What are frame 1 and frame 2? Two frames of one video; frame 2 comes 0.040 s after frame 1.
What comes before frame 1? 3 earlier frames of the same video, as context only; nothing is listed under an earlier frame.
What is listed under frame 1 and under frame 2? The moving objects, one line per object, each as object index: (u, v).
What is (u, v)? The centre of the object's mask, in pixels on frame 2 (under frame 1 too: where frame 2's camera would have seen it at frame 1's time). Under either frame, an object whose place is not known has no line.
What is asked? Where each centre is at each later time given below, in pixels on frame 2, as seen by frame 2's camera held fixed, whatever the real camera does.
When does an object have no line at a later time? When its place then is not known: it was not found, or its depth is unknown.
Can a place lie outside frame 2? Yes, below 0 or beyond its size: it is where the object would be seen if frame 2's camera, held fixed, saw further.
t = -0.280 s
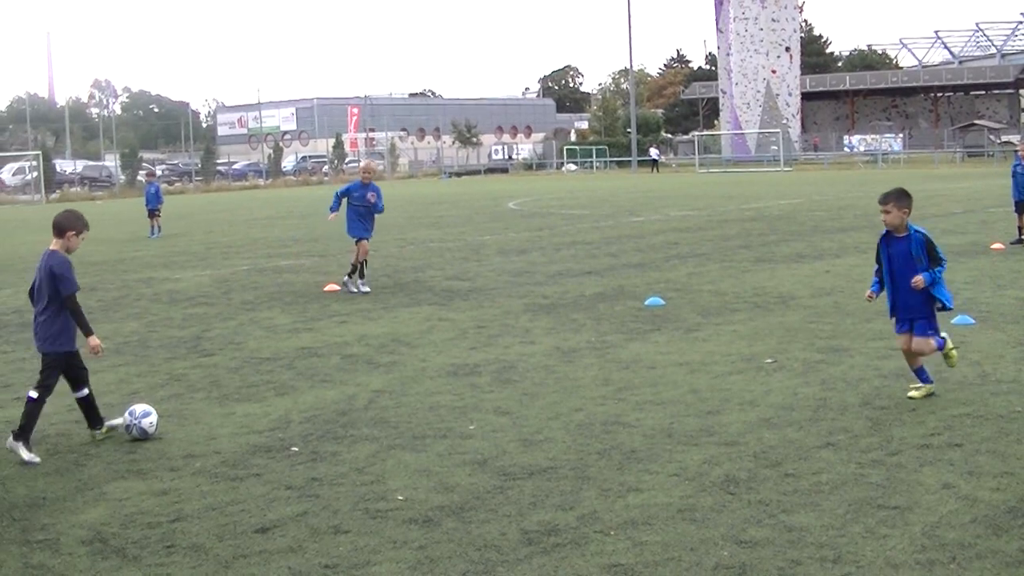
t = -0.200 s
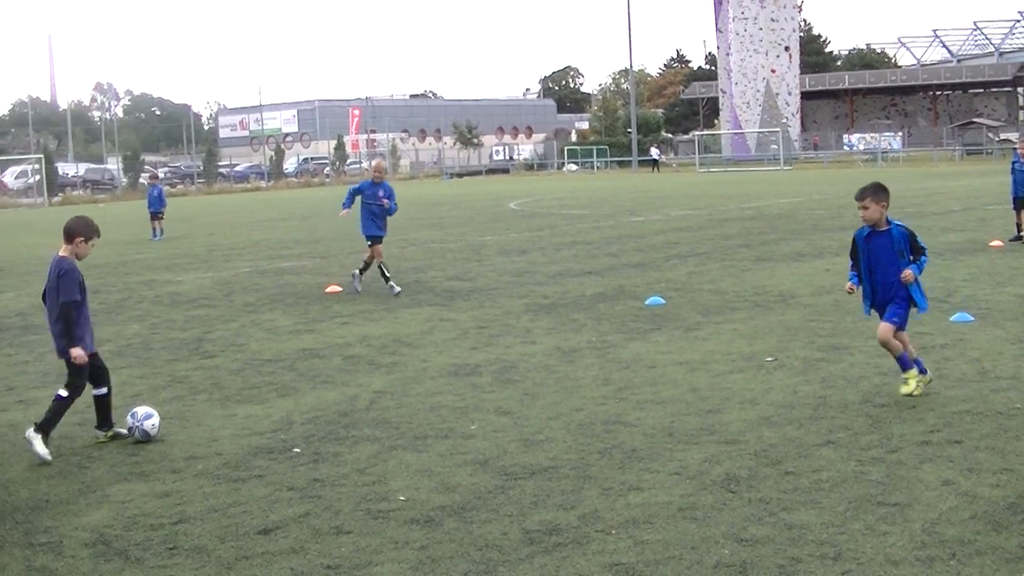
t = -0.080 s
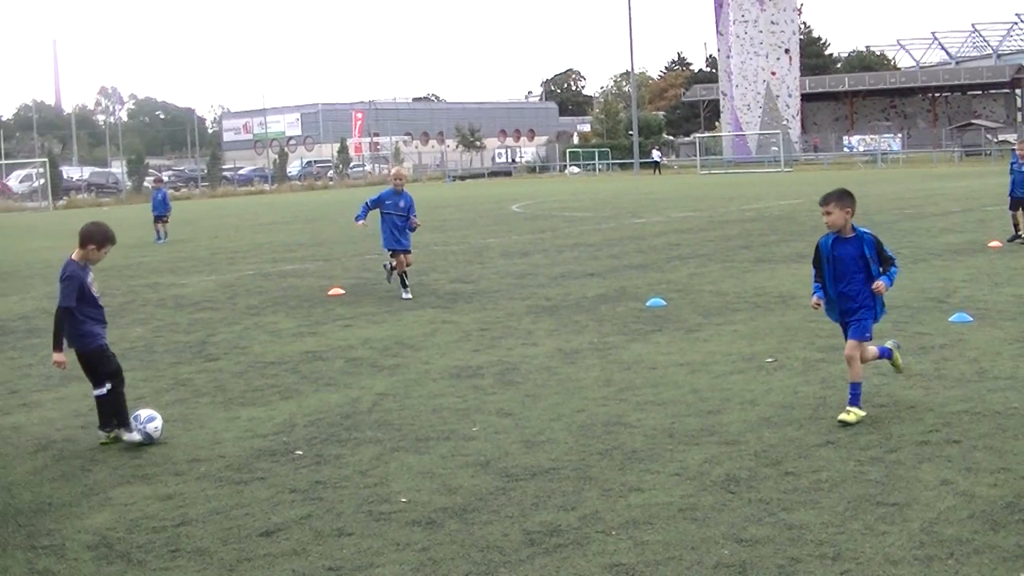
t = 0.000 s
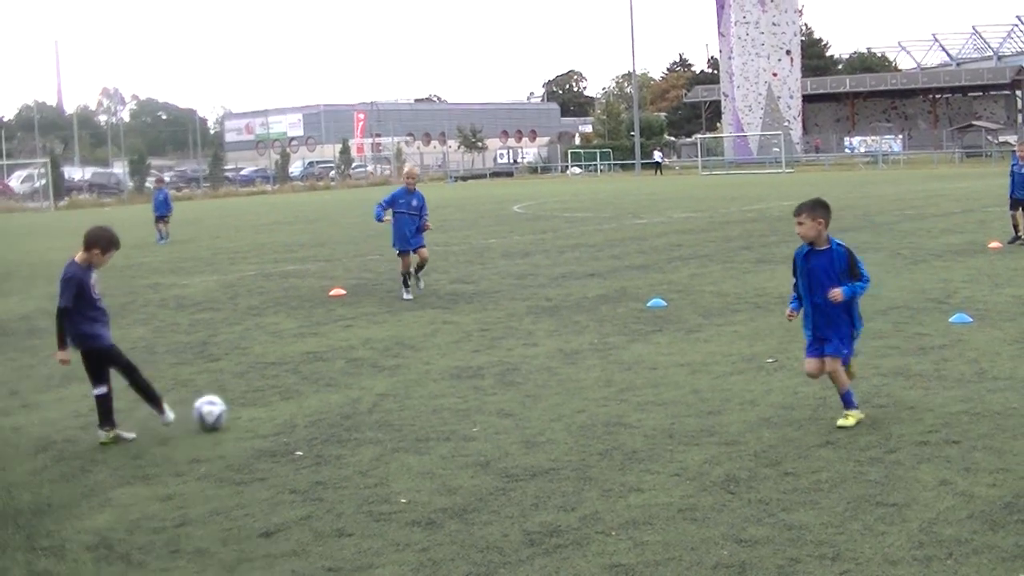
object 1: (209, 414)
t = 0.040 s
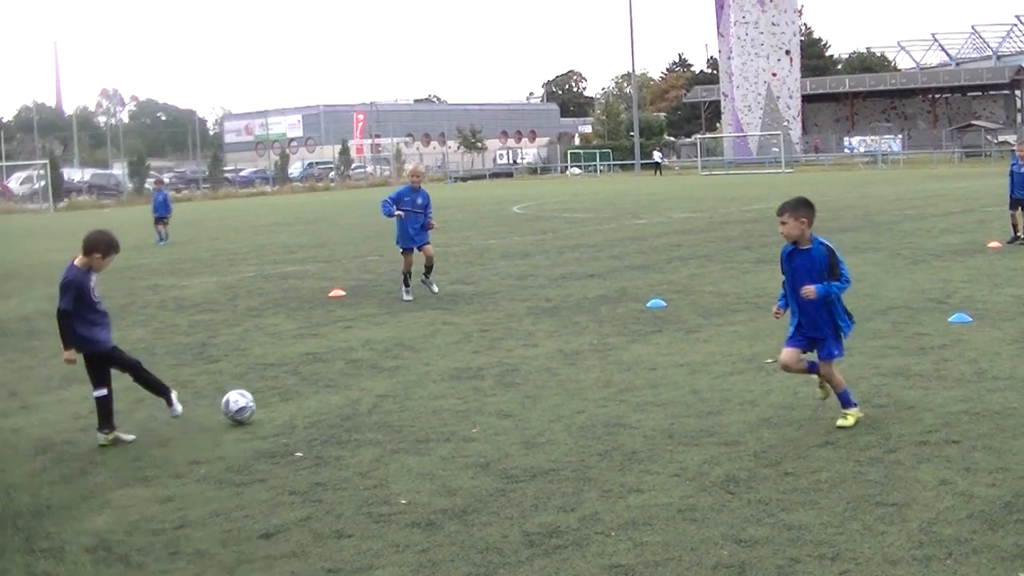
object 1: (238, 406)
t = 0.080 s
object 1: (266, 401)
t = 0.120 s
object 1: (292, 396)
